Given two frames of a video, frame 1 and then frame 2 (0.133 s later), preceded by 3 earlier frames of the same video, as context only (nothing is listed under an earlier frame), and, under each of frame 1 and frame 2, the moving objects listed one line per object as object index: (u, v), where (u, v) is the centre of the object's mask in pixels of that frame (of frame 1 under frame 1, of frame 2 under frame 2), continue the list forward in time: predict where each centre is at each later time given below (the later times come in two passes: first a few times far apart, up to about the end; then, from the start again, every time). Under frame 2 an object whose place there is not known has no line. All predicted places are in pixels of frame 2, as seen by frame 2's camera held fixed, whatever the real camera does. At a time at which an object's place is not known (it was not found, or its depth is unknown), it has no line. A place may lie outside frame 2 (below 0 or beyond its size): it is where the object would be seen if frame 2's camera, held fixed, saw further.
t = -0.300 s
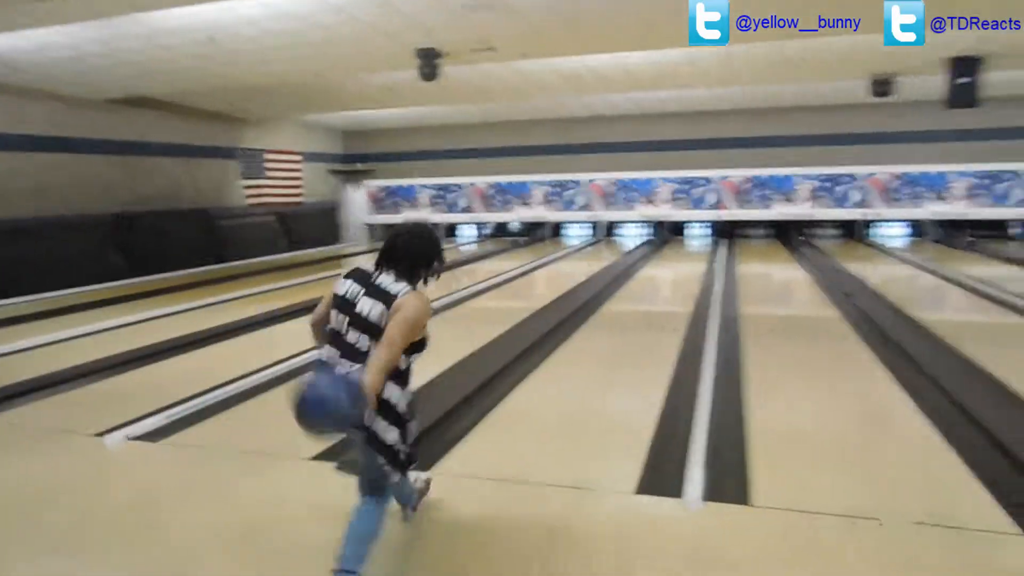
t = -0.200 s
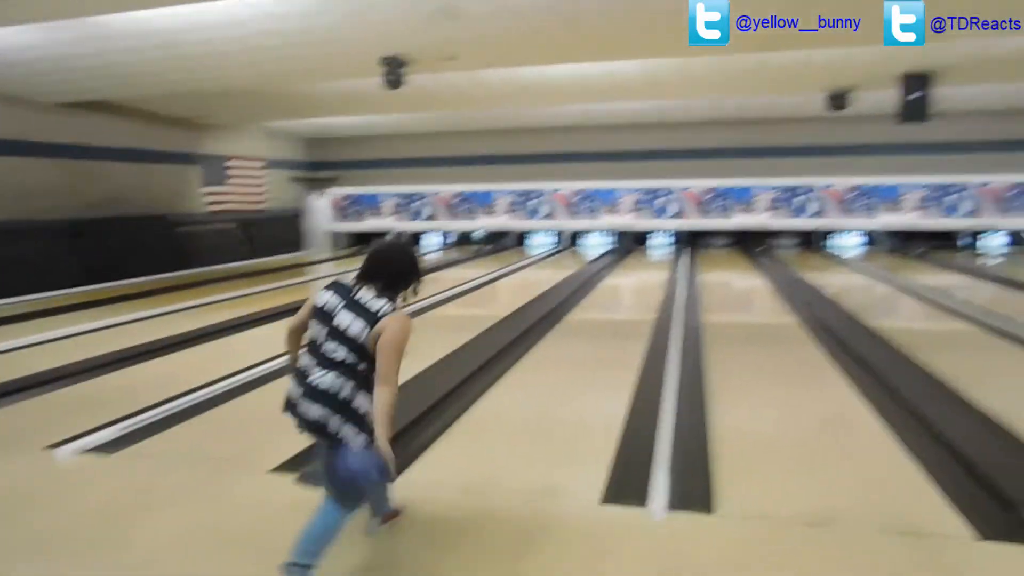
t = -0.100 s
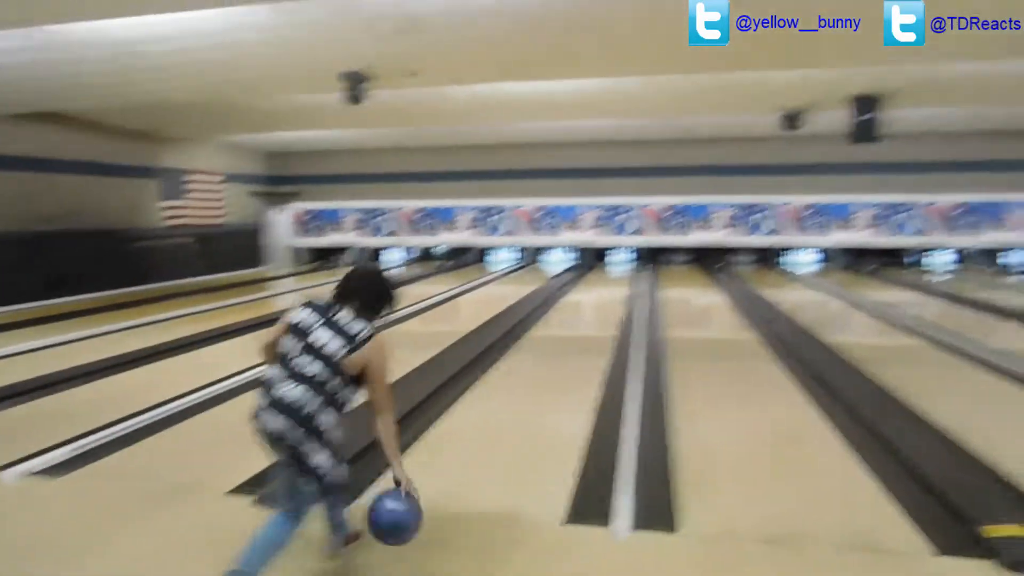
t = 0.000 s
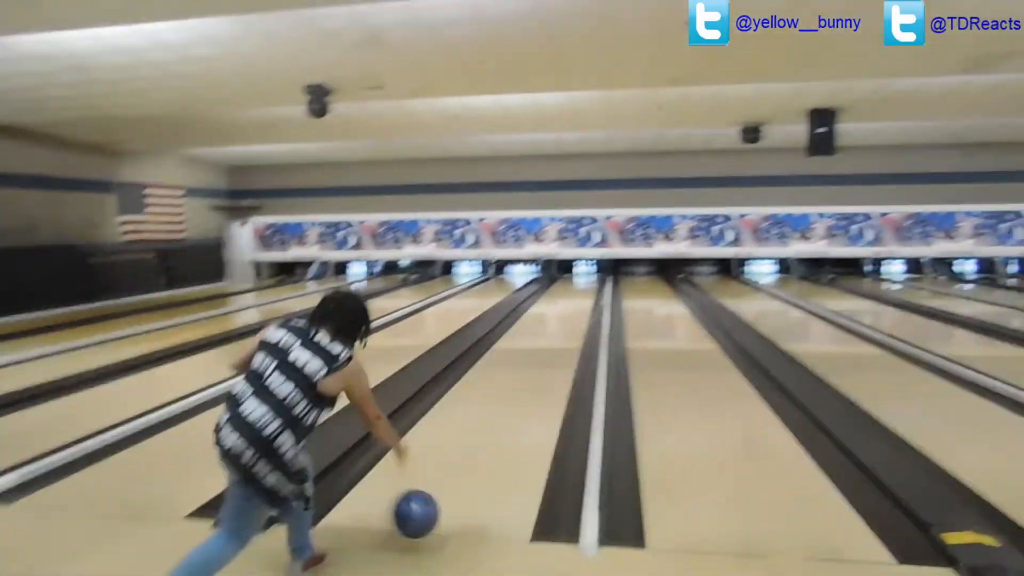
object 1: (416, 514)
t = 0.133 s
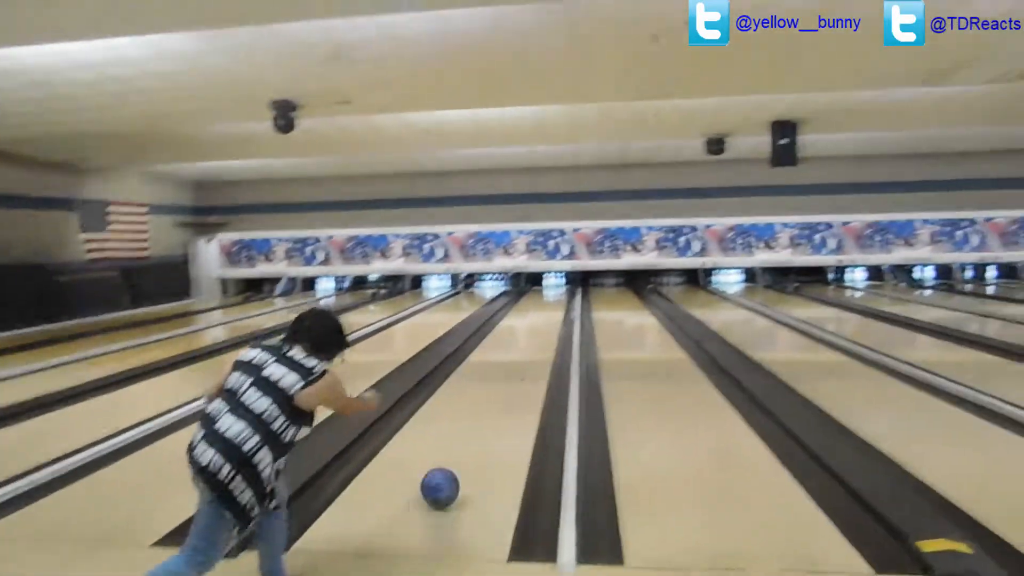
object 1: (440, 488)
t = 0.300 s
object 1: (473, 443)
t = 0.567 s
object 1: (513, 395)
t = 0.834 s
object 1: (538, 363)
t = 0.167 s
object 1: (448, 480)
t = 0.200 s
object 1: (455, 470)
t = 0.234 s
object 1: (461, 460)
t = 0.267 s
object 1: (467, 451)
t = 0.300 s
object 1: (473, 443)
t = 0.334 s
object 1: (479, 435)
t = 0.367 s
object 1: (485, 429)
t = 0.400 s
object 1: (490, 423)
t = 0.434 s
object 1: (495, 416)
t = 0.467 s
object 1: (501, 410)
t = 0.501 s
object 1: (505, 404)
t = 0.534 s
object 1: (509, 399)
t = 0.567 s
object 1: (513, 395)
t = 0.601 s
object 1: (517, 390)
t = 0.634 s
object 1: (520, 385)
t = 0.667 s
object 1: (524, 381)
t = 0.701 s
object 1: (527, 377)
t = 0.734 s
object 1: (531, 373)
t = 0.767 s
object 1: (533, 369)
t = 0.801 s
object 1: (536, 366)
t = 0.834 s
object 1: (538, 363)
